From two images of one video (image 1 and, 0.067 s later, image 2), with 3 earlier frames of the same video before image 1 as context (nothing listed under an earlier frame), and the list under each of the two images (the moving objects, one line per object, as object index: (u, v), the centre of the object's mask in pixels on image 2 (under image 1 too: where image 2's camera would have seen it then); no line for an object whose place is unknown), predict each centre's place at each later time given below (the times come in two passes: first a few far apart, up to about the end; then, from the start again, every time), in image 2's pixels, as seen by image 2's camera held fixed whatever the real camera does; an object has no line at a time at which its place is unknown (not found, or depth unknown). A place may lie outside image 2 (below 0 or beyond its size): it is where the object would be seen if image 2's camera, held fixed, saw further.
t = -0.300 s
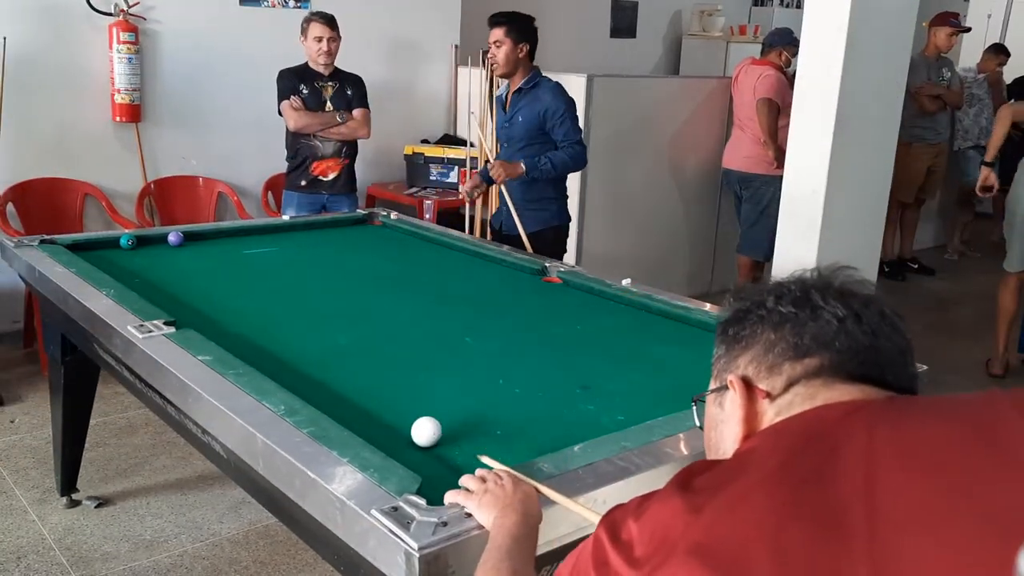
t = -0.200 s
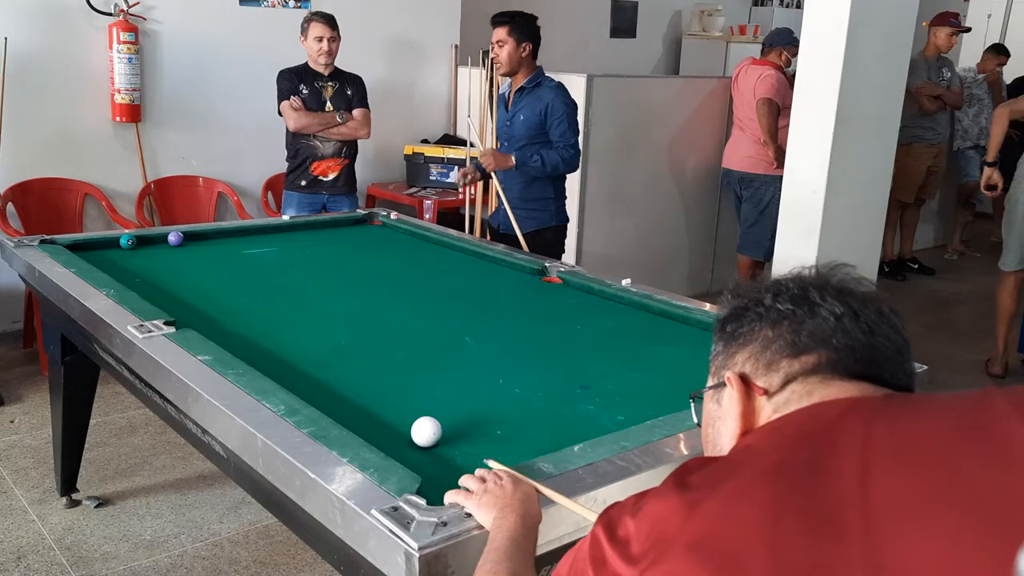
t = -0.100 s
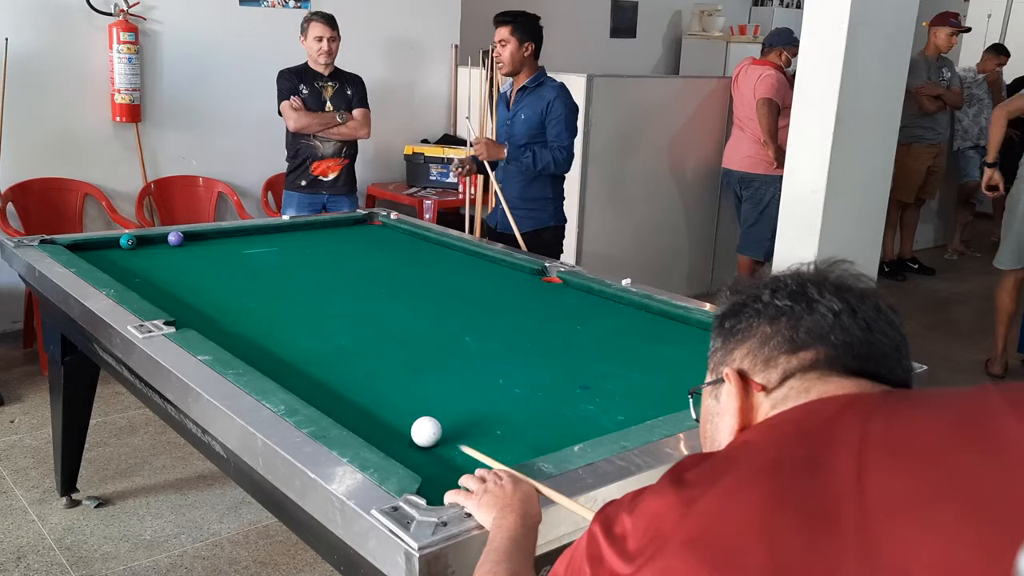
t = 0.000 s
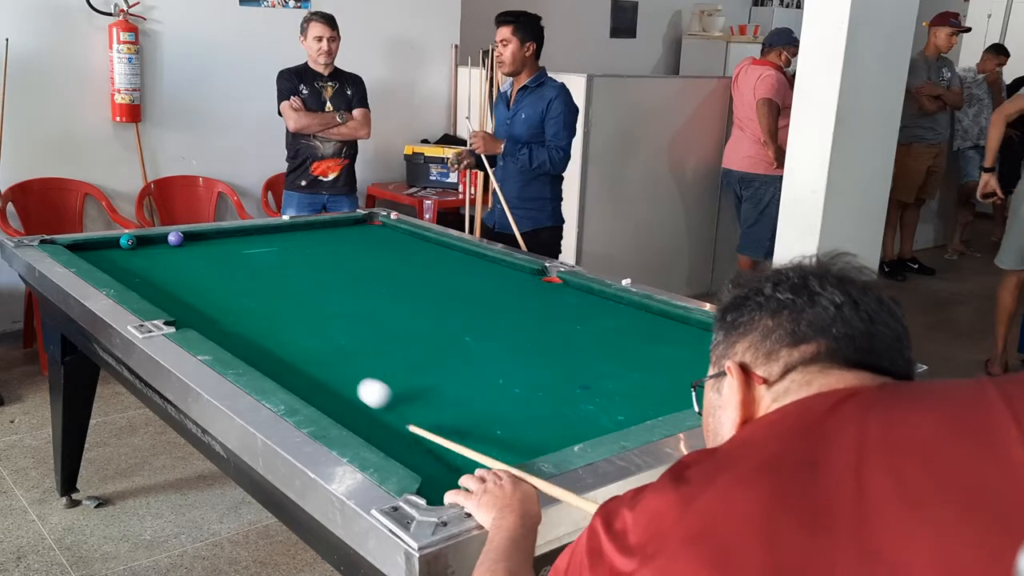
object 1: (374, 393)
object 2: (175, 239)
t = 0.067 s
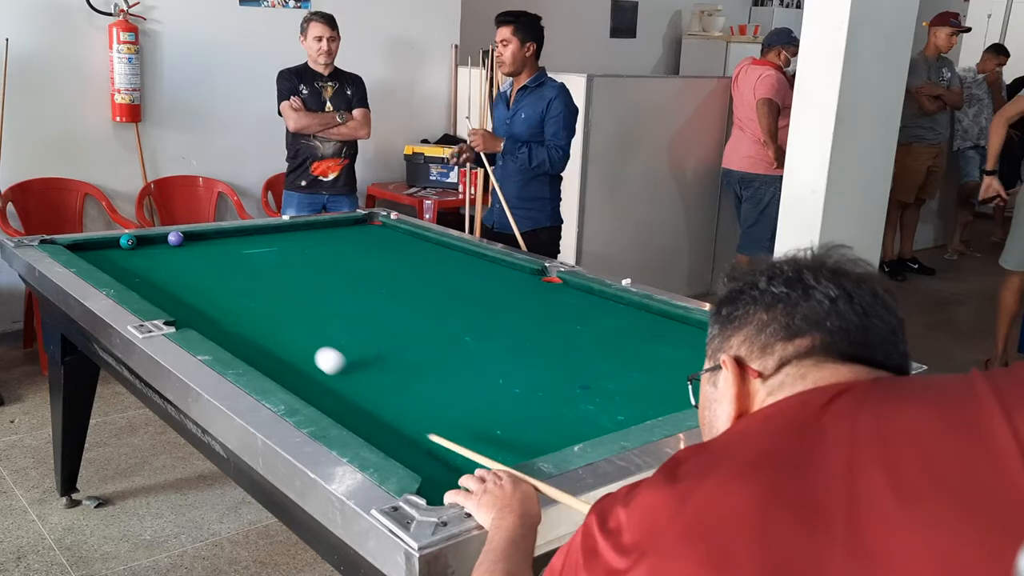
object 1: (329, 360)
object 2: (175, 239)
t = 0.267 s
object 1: (240, 295)
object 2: (175, 239)
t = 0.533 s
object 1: (165, 241)
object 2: (178, 237)
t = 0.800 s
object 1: (129, 258)
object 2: (256, 245)
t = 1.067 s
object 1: (123, 275)
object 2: (331, 253)
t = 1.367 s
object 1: (179, 288)
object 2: (417, 263)
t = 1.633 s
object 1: (231, 298)
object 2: (492, 272)
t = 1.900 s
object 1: (283, 309)
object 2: (555, 281)
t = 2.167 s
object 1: (335, 320)
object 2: (571, 299)
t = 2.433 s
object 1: (388, 330)
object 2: (588, 318)
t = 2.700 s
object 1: (440, 341)
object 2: (606, 340)
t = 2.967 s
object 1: (491, 351)
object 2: (626, 363)
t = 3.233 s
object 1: (541, 361)
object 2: (647, 388)
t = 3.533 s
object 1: (596, 372)
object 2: (659, 410)
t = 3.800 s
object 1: (643, 382)
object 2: (610, 407)
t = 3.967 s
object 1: (671, 387)
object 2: (581, 403)
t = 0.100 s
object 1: (311, 347)
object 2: (175, 239)
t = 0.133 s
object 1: (294, 335)
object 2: (175, 239)
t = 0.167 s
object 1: (279, 324)
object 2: (175, 239)
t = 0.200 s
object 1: (265, 314)
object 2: (175, 239)
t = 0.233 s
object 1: (253, 304)
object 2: (175, 239)
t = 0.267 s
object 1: (240, 295)
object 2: (175, 239)
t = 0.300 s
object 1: (229, 287)
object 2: (175, 239)
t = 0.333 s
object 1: (218, 279)
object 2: (175, 239)
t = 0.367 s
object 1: (208, 272)
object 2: (175, 239)
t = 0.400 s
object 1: (199, 265)
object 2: (175, 239)
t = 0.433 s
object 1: (190, 258)
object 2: (175, 239)
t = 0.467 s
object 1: (181, 252)
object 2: (175, 238)
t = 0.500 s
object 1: (174, 246)
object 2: (176, 236)
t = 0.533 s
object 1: (165, 241)
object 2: (178, 237)
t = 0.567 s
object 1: (150, 239)
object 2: (186, 236)
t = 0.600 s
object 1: (146, 242)
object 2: (198, 238)
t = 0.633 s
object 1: (143, 245)
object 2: (209, 239)
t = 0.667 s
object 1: (140, 248)
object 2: (220, 240)
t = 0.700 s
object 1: (137, 251)
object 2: (229, 241)
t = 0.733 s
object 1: (135, 254)
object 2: (238, 242)
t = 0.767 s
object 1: (132, 256)
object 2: (247, 243)
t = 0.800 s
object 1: (129, 258)
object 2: (256, 245)
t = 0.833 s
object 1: (127, 261)
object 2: (266, 246)
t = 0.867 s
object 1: (124, 263)
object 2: (275, 247)
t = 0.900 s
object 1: (121, 265)
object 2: (284, 248)
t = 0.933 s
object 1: (119, 267)
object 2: (294, 249)
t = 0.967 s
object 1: (116, 269)
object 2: (303, 250)
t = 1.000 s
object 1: (114, 271)
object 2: (312, 251)
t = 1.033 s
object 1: (116, 272)
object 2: (322, 252)
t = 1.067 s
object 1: (123, 275)
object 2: (331, 253)
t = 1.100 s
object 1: (129, 277)
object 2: (341, 254)
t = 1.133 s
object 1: (135, 278)
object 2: (350, 255)
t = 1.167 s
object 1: (141, 279)
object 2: (360, 256)
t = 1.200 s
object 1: (148, 280)
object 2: (369, 258)
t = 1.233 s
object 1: (154, 282)
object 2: (378, 259)
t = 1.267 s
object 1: (160, 284)
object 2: (388, 260)
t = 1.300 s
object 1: (167, 285)
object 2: (398, 261)
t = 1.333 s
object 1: (173, 286)
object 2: (407, 262)
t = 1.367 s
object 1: (179, 288)
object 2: (417, 263)
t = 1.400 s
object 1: (186, 289)
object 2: (426, 264)
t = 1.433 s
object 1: (192, 290)
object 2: (435, 265)
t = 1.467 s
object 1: (199, 292)
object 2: (445, 266)
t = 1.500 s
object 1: (205, 293)
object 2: (454, 267)
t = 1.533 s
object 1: (212, 294)
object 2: (464, 268)
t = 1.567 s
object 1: (218, 296)
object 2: (473, 269)
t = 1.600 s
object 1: (225, 297)
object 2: (483, 270)
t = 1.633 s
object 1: (231, 298)
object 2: (492, 272)
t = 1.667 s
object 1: (238, 300)
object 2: (502, 272)
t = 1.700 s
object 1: (244, 301)
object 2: (511, 274)
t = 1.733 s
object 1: (251, 302)
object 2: (521, 275)
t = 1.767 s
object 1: (257, 303)
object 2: (531, 276)
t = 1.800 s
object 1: (263, 304)
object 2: (540, 276)
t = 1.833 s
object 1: (270, 306)
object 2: (549, 277)
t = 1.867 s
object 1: (276, 307)
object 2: (553, 279)
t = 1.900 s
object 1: (283, 309)
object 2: (555, 281)
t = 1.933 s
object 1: (289, 310)
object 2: (557, 284)
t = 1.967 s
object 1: (296, 312)
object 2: (559, 286)
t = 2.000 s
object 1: (302, 313)
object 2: (562, 288)
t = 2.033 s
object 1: (309, 314)
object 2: (563, 290)
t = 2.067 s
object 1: (316, 316)
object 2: (565, 292)
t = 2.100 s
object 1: (322, 317)
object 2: (567, 295)
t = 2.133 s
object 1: (329, 318)
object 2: (569, 297)
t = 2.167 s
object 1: (335, 320)
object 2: (571, 299)
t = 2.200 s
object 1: (342, 321)
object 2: (573, 301)
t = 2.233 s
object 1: (349, 323)
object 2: (575, 304)
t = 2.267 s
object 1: (355, 324)
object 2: (577, 306)
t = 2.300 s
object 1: (362, 325)
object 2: (579, 309)
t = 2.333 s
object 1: (368, 326)
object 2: (581, 311)
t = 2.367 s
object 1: (375, 328)
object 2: (584, 313)
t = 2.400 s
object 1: (382, 329)
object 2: (586, 316)
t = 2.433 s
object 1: (388, 330)
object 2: (588, 318)
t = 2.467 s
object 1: (394, 332)
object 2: (590, 321)
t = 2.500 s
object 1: (401, 333)
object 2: (592, 324)
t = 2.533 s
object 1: (408, 334)
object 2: (595, 326)
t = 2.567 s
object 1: (414, 336)
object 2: (597, 329)
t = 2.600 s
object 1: (421, 337)
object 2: (600, 331)
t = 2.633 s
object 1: (427, 338)
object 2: (602, 334)
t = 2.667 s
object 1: (434, 339)
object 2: (604, 337)
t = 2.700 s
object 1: (440, 341)
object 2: (606, 340)
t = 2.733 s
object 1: (447, 342)
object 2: (609, 343)
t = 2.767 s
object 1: (453, 343)
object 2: (611, 345)
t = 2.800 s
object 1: (459, 345)
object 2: (614, 348)
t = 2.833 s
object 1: (466, 346)
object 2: (616, 351)
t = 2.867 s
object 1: (472, 347)
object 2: (619, 354)
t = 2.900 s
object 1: (479, 349)
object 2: (621, 357)
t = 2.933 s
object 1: (485, 350)
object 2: (624, 360)
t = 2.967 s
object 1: (491, 351)
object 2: (626, 363)
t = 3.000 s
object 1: (498, 352)
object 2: (629, 366)
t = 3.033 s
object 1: (504, 354)
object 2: (631, 369)
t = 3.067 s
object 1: (510, 355)
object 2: (634, 372)
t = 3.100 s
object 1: (516, 356)
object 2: (637, 375)
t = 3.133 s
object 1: (523, 358)
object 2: (639, 379)
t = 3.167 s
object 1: (529, 359)
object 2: (642, 381)
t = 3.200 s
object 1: (535, 360)
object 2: (645, 385)
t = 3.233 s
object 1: (541, 361)
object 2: (647, 388)
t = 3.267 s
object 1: (547, 362)
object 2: (650, 391)
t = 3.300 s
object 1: (554, 364)
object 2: (652, 394)
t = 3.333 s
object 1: (560, 365)
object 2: (655, 398)
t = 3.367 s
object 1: (566, 366)
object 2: (658, 402)
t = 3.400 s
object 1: (572, 367)
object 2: (661, 404)
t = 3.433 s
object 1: (578, 368)
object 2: (664, 406)
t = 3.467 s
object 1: (584, 370)
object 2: (666, 408)
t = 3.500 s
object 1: (590, 371)
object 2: (666, 410)
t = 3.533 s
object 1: (596, 372)
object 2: (659, 410)
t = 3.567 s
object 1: (602, 374)
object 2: (652, 411)
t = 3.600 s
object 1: (608, 375)
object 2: (646, 411)
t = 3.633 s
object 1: (614, 376)
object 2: (640, 410)
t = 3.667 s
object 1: (620, 377)
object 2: (634, 410)
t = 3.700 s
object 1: (625, 378)
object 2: (628, 409)
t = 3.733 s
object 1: (631, 379)
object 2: (622, 408)
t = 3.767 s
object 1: (637, 381)
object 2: (616, 408)
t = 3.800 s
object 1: (643, 382)
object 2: (610, 407)
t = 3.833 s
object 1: (649, 383)
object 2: (604, 406)
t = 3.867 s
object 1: (654, 384)
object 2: (598, 405)
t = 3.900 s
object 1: (660, 385)
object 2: (592, 405)
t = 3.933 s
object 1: (666, 386)
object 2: (587, 404)
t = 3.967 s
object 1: (671, 387)
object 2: (581, 403)
